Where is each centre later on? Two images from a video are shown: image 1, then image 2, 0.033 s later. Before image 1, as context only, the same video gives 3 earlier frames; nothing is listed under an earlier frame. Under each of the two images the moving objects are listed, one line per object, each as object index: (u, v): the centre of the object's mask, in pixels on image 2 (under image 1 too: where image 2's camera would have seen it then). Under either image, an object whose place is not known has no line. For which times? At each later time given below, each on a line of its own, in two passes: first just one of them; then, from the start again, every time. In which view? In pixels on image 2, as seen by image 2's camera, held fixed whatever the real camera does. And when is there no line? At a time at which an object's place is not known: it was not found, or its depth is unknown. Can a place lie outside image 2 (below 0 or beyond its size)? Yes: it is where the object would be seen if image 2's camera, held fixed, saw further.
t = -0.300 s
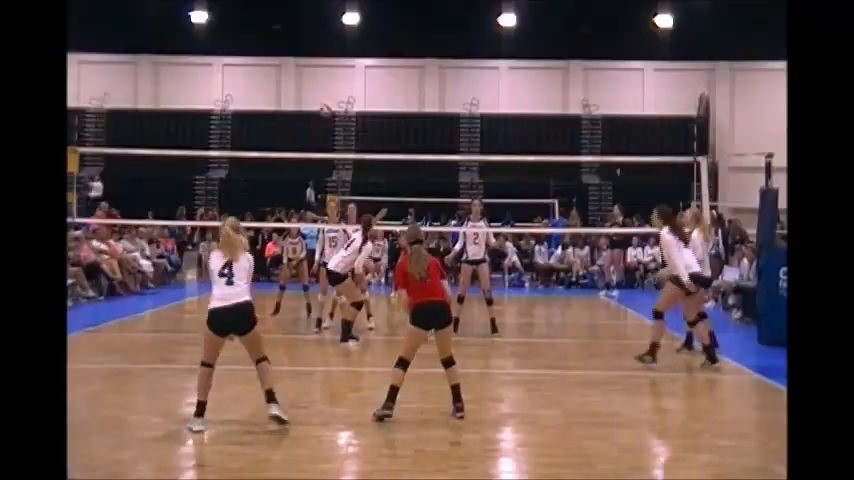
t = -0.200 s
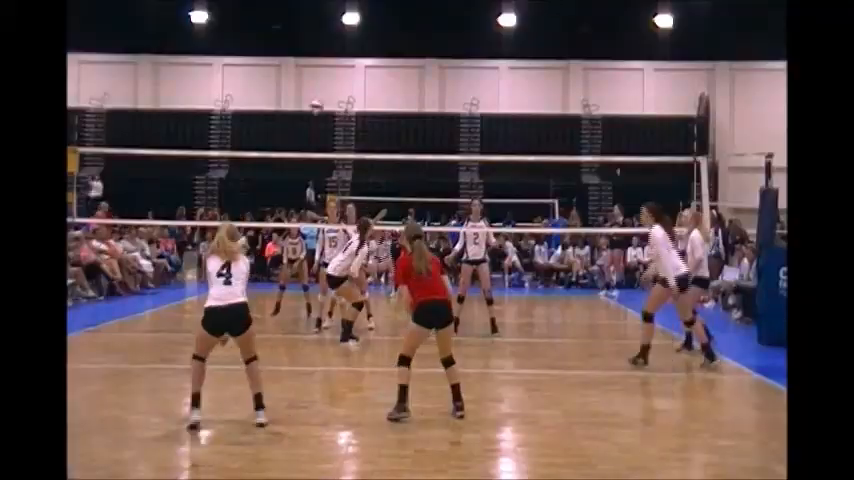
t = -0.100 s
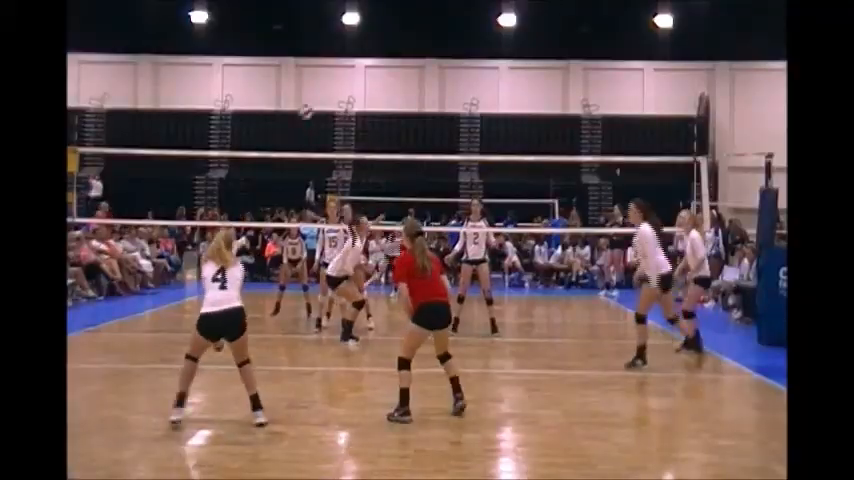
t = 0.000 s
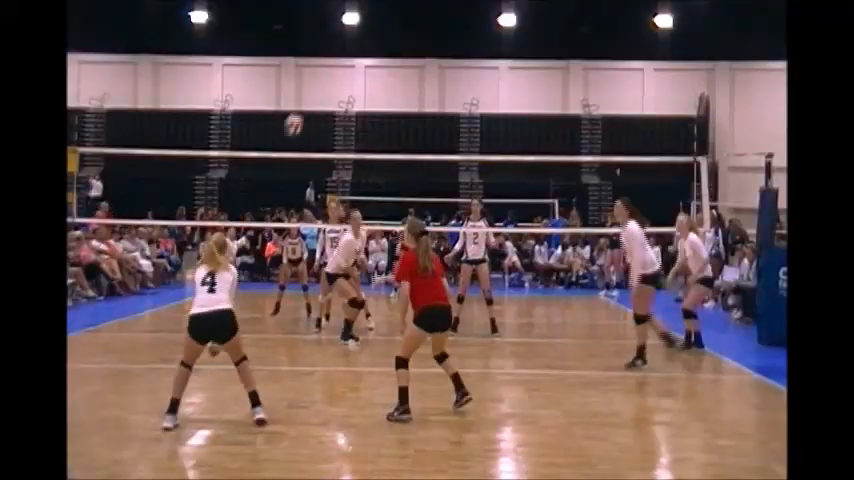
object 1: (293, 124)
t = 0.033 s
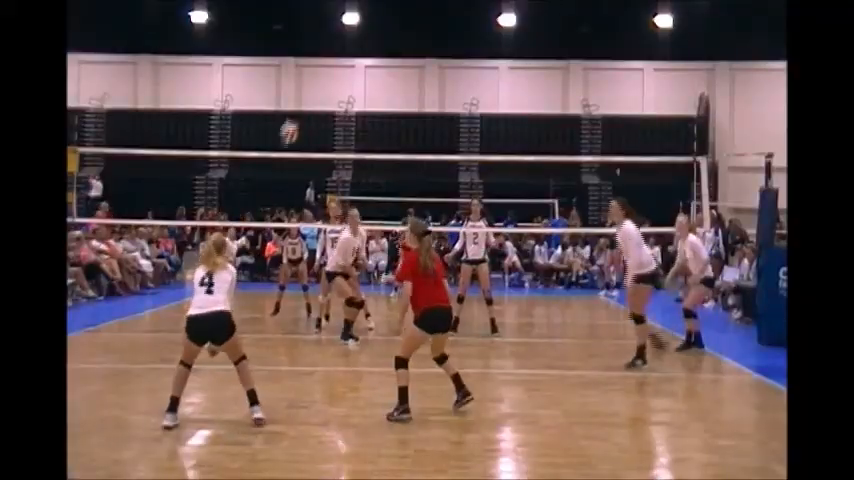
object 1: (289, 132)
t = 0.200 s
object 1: (257, 204)
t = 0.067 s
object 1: (284, 140)
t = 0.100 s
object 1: (278, 154)
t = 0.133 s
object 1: (272, 172)
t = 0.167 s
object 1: (265, 186)
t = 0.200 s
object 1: (257, 204)
